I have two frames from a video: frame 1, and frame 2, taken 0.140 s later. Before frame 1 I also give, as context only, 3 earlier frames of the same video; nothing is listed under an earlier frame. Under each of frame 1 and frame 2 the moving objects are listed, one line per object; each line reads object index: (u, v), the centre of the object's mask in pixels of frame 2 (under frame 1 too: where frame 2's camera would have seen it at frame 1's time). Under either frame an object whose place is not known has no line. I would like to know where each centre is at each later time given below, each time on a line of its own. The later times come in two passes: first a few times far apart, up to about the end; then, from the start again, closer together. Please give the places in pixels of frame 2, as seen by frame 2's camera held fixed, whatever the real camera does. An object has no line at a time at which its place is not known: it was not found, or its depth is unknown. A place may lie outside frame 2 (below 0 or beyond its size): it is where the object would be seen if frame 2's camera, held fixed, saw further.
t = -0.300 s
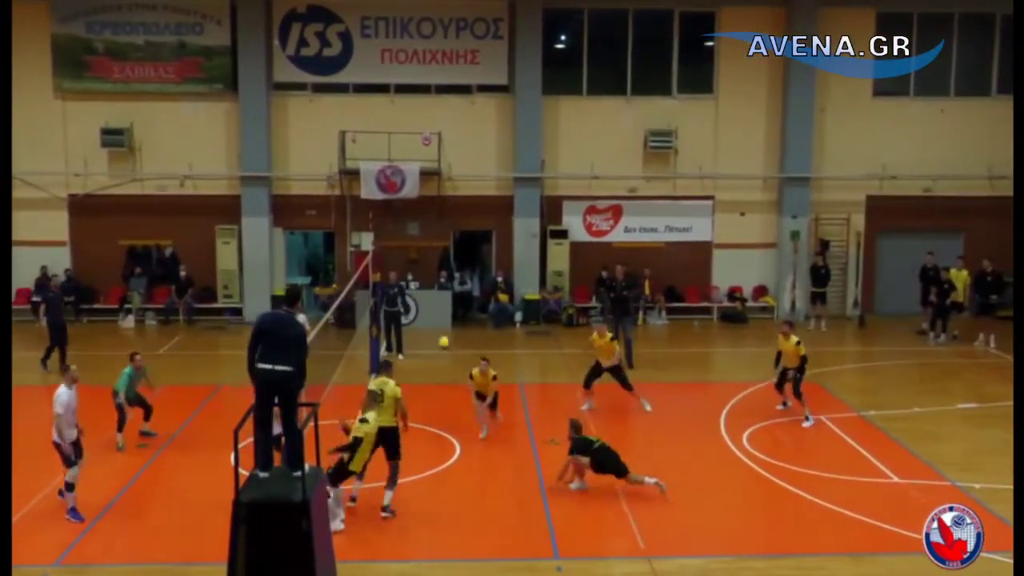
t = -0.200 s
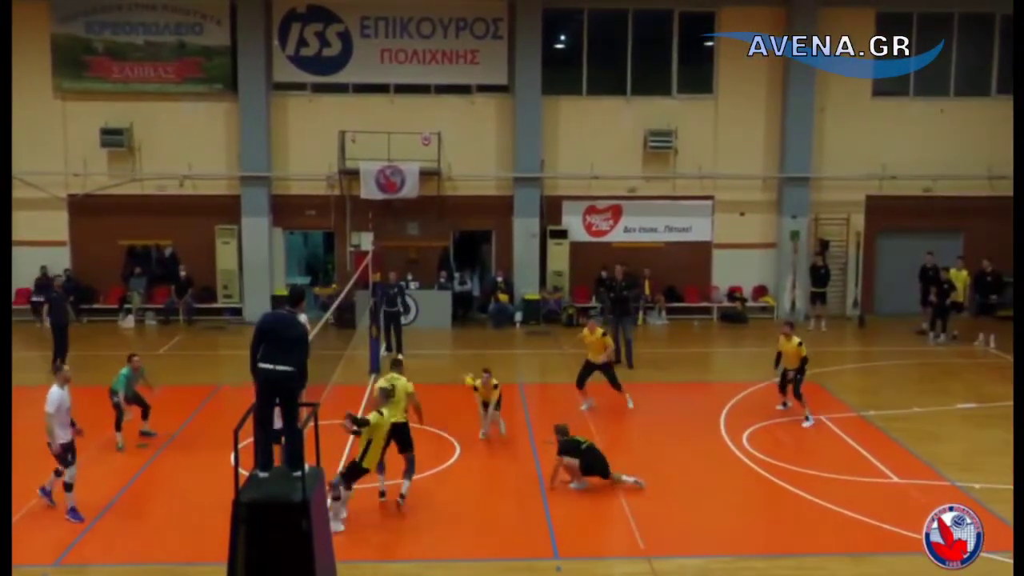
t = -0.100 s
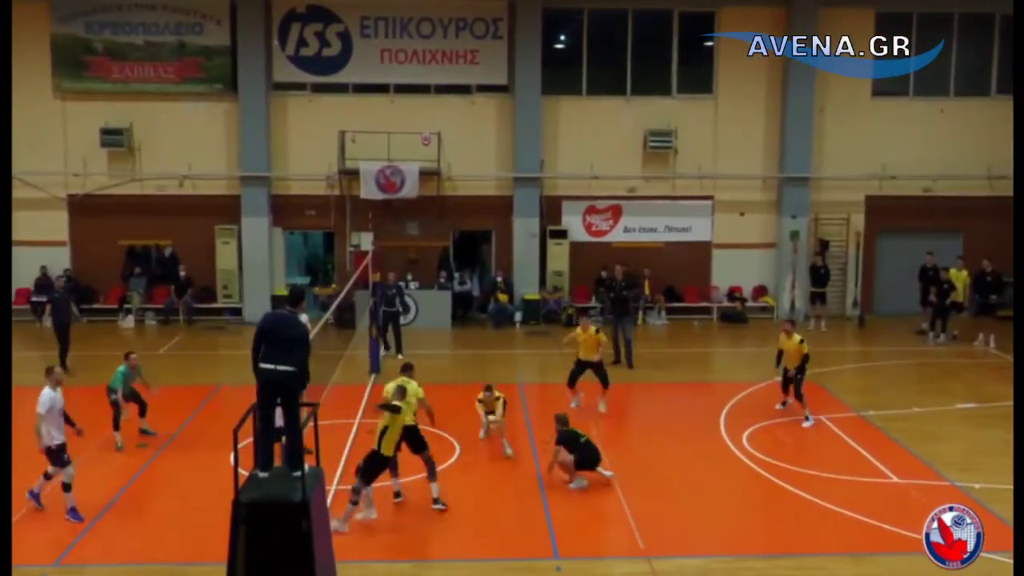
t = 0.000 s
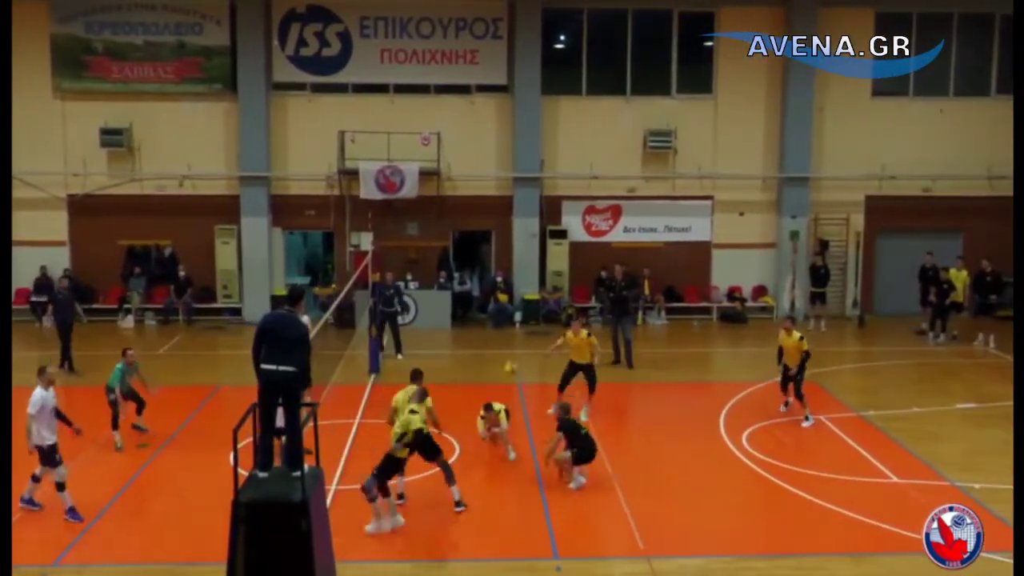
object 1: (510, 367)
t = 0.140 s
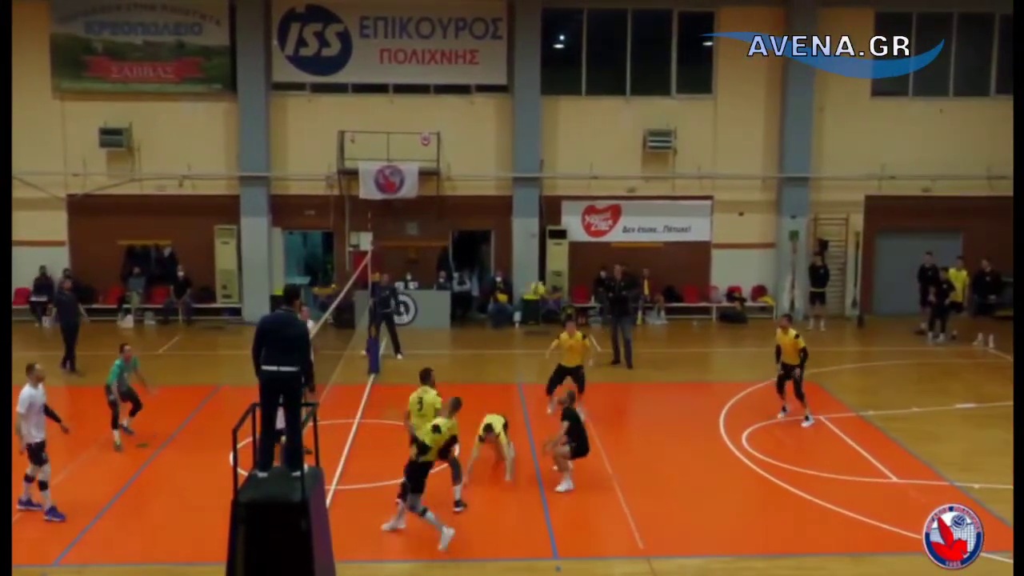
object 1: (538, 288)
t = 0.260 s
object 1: (563, 227)
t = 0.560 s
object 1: (631, 108)
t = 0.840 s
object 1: (701, 53)
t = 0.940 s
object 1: (728, 47)
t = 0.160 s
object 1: (542, 276)
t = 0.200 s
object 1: (551, 256)
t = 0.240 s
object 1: (558, 236)
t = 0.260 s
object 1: (563, 227)
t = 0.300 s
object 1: (571, 208)
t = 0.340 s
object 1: (581, 188)
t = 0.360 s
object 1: (586, 182)
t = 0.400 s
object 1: (594, 165)
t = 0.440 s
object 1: (603, 150)
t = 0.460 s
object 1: (608, 142)
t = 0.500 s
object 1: (617, 128)
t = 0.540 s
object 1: (626, 114)
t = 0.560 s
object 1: (631, 108)
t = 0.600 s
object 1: (641, 96)
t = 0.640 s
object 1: (650, 86)
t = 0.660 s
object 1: (655, 80)
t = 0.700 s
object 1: (664, 72)
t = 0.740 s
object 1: (675, 65)
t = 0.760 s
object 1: (681, 62)
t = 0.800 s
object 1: (690, 56)
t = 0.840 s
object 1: (701, 53)
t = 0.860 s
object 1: (706, 50)
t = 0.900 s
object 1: (717, 47)
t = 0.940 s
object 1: (728, 47)
